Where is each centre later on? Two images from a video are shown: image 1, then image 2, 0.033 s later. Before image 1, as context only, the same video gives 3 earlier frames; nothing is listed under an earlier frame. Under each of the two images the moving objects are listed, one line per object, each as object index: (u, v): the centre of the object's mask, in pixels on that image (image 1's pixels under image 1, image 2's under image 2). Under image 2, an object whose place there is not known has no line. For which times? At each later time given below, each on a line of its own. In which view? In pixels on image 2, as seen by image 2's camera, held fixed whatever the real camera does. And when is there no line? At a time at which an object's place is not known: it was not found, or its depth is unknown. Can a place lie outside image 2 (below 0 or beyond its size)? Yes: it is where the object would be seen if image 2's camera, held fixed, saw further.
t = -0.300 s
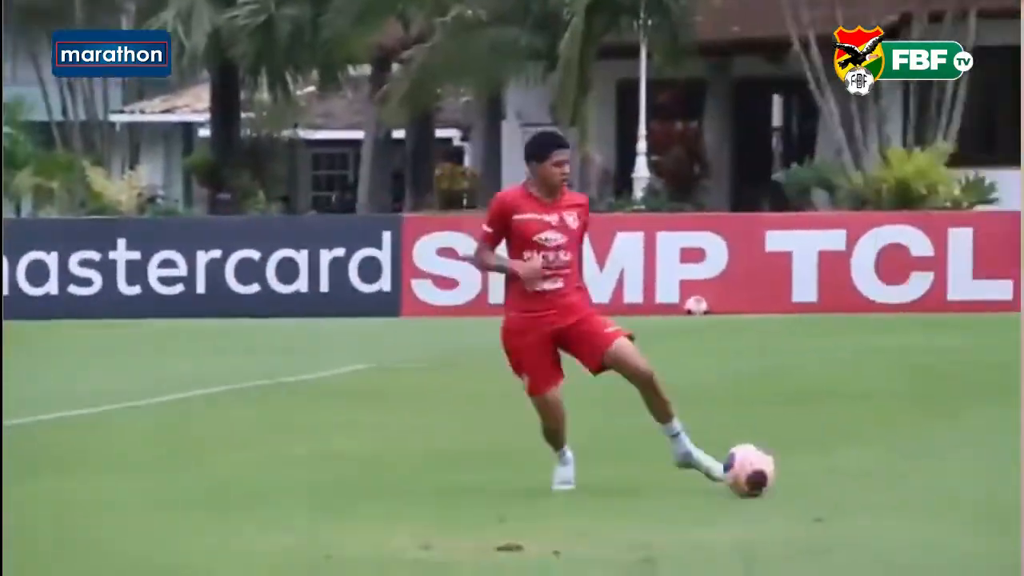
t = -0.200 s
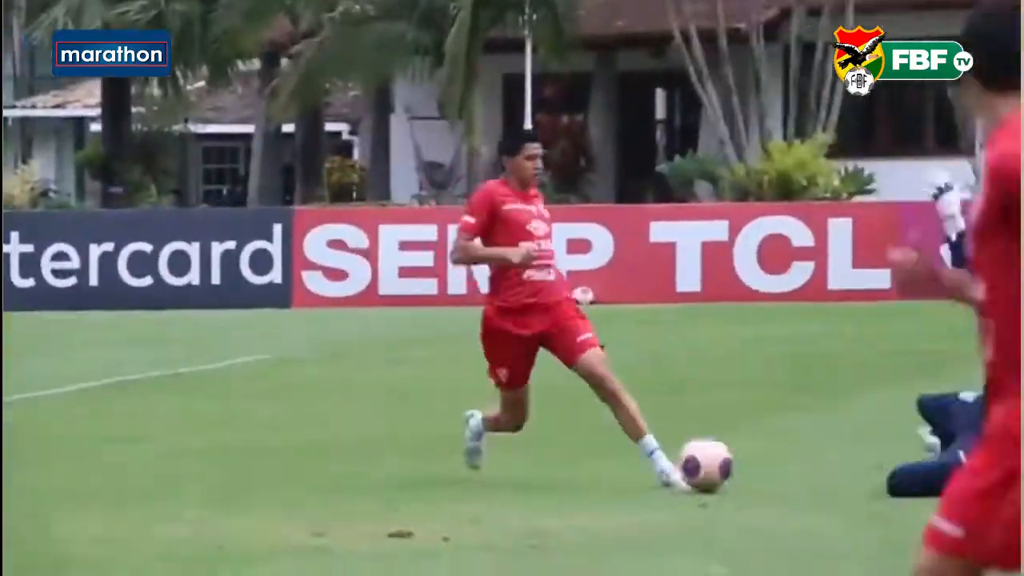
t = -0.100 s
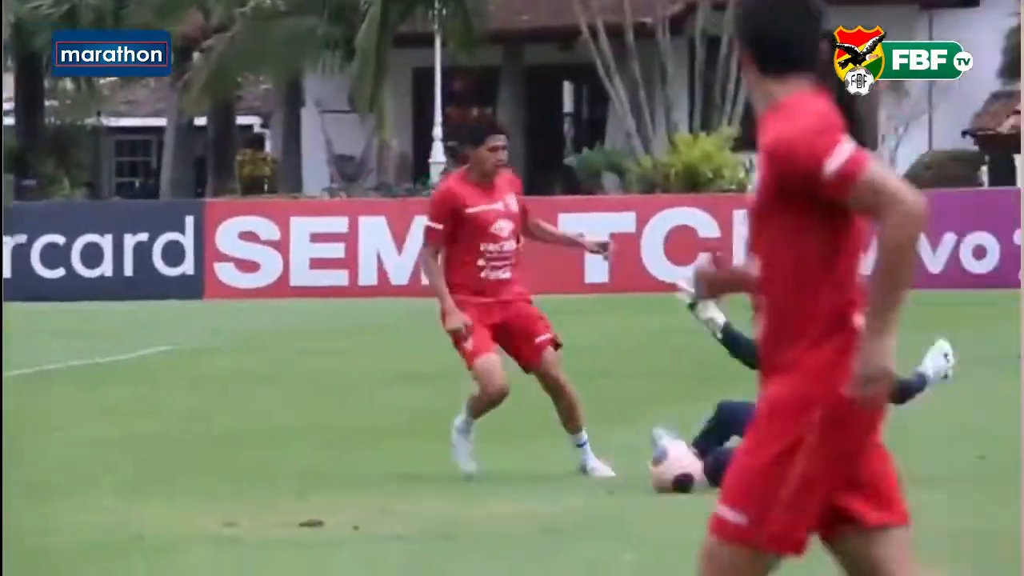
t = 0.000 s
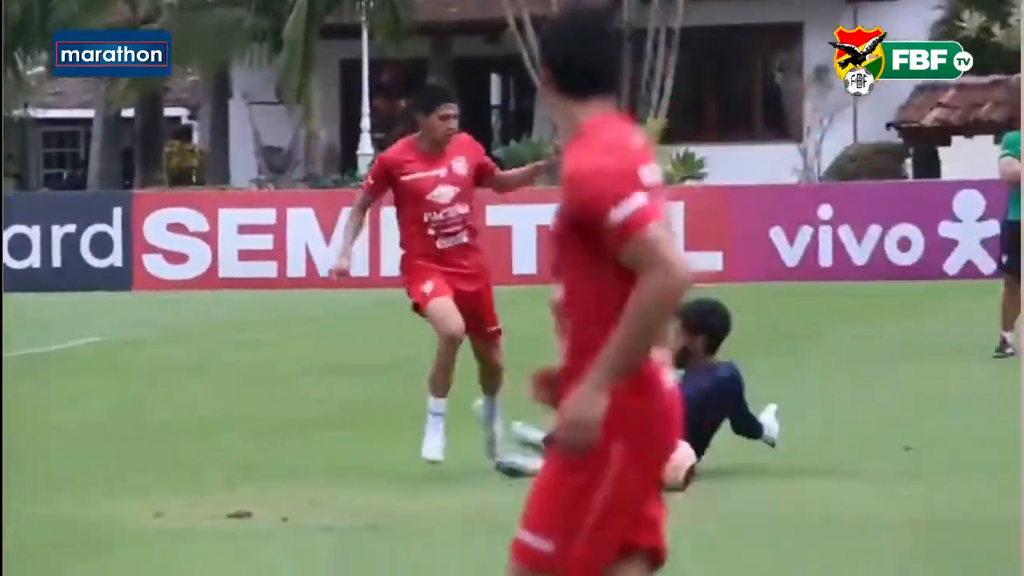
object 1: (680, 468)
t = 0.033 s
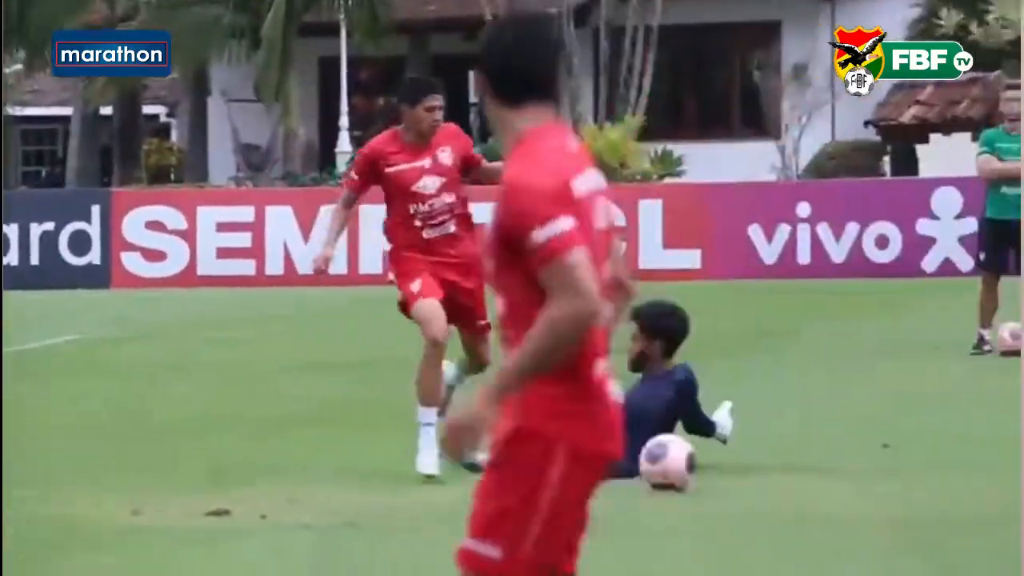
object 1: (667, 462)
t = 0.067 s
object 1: (690, 463)
